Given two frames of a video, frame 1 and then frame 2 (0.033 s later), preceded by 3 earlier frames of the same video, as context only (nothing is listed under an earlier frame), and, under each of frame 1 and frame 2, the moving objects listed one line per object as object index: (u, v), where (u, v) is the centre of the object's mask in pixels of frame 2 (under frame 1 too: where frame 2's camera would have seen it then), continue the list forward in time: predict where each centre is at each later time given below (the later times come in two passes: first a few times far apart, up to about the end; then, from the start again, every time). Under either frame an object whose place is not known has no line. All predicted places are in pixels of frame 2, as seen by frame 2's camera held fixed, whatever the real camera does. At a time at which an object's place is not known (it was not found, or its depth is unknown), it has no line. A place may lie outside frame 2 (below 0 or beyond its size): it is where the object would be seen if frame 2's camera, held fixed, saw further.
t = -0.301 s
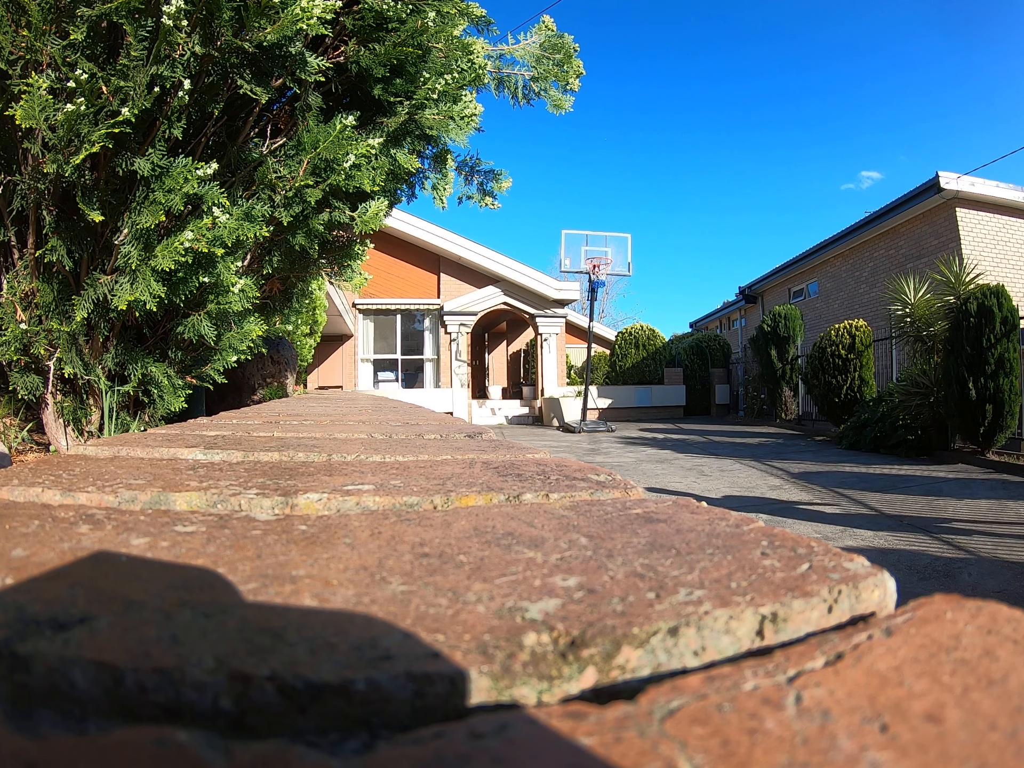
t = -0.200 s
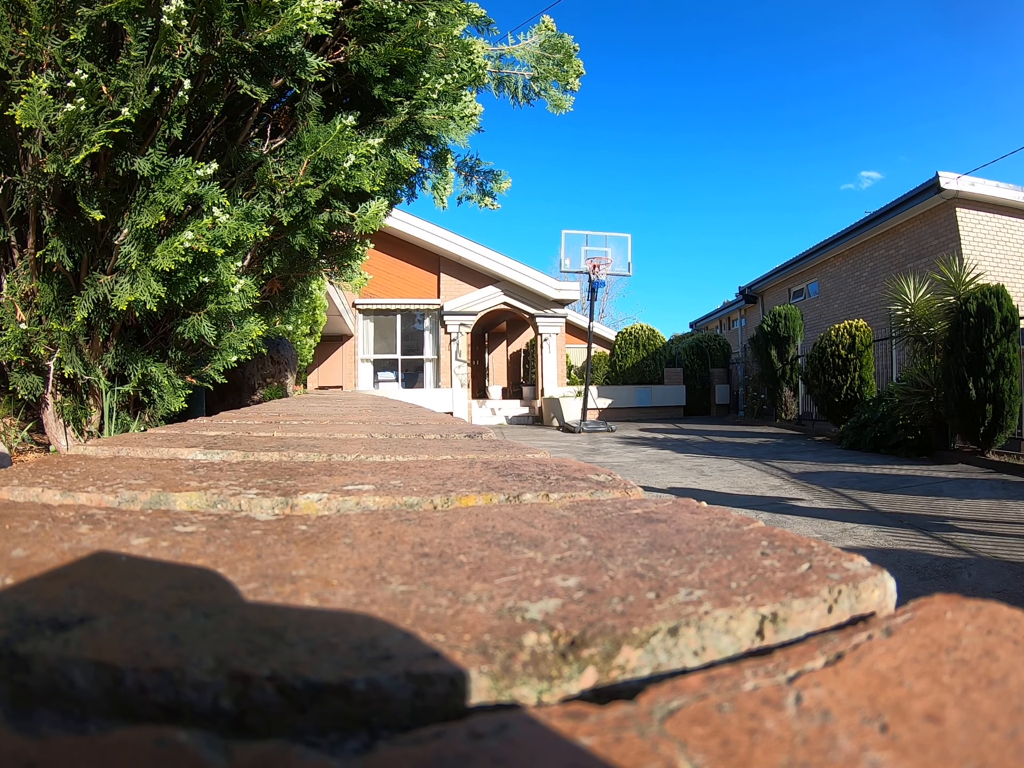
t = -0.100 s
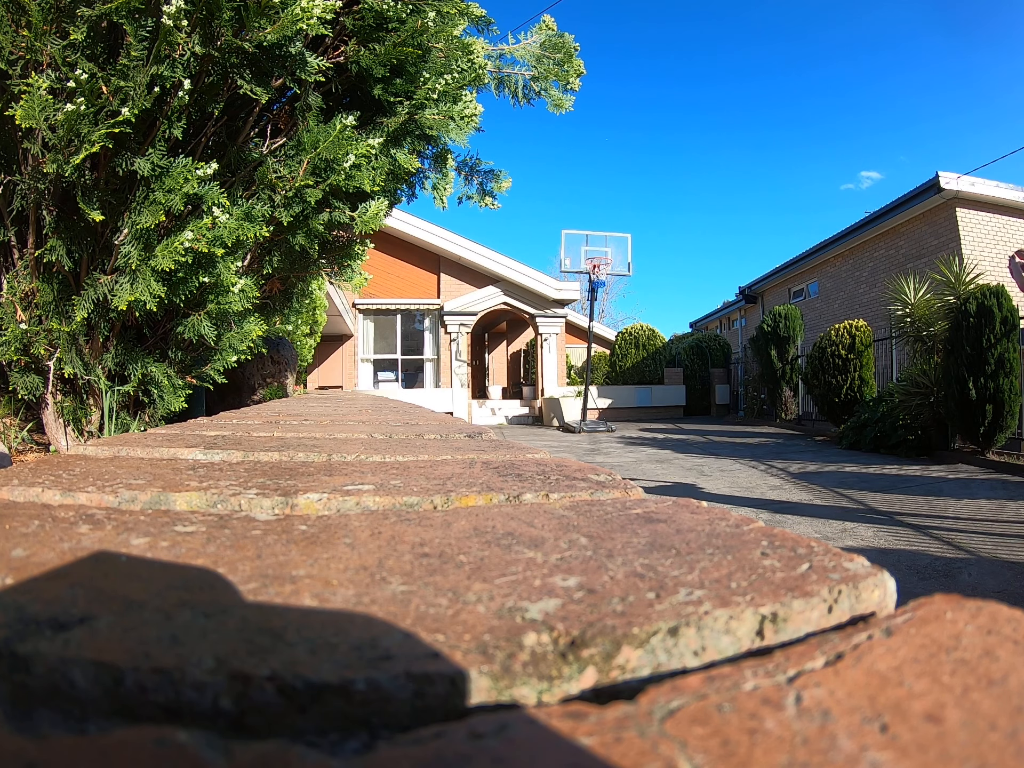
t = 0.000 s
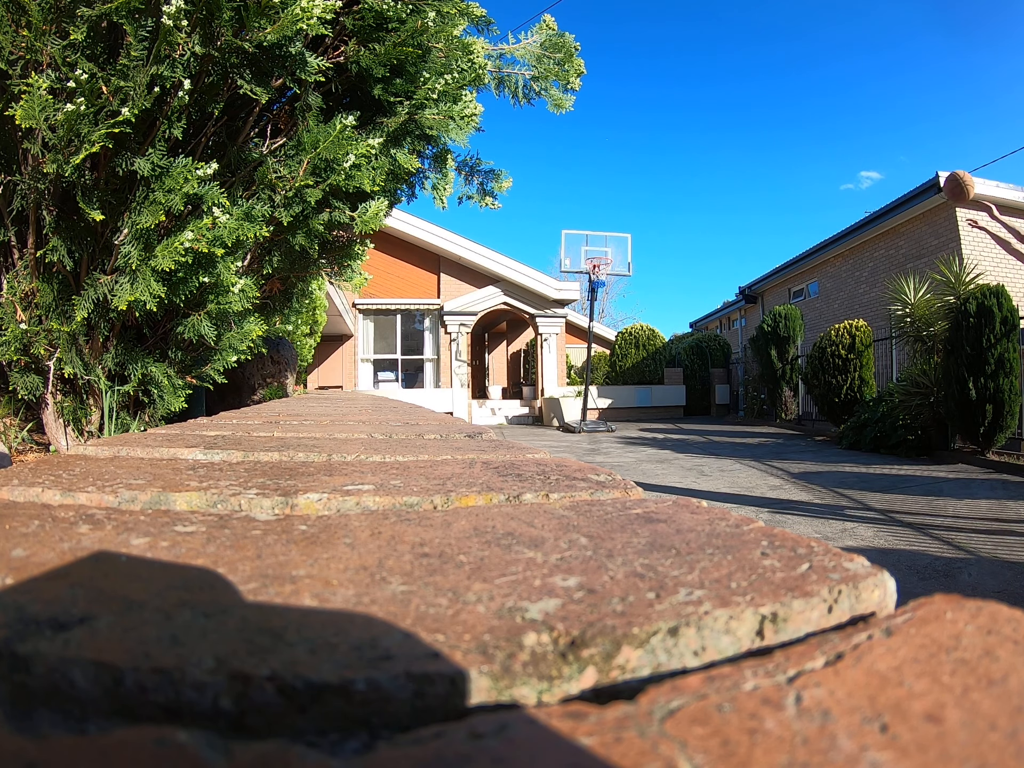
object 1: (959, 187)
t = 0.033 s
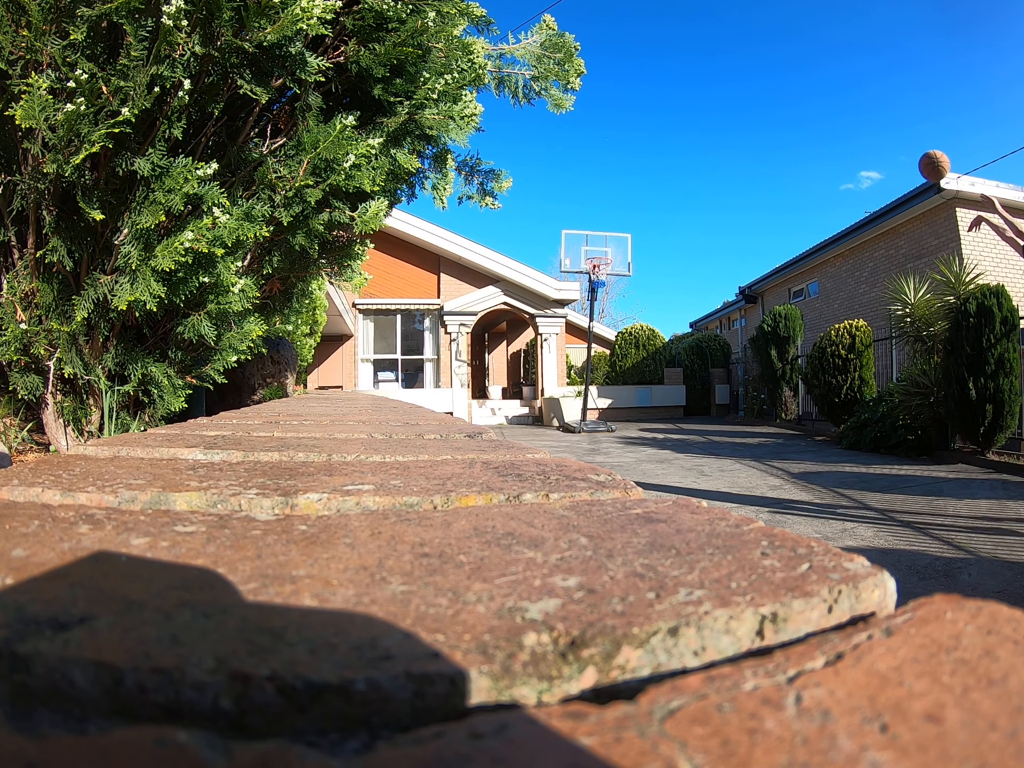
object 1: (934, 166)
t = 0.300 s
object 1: (788, 89)
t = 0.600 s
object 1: (697, 100)
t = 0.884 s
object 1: (645, 155)
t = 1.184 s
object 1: (607, 244)
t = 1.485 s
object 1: (593, 278)
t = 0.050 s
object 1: (923, 157)
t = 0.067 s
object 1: (911, 148)
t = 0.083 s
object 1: (900, 141)
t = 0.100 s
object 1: (889, 134)
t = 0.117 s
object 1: (879, 127)
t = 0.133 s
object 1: (869, 122)
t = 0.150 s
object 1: (860, 116)
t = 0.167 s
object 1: (851, 112)
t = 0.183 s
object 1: (842, 107)
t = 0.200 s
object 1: (833, 104)
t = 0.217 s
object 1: (825, 100)
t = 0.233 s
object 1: (817, 97)
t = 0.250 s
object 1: (809, 95)
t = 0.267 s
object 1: (802, 93)
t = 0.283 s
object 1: (795, 91)
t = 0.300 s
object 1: (788, 89)
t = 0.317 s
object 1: (781, 88)
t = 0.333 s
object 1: (775, 87)
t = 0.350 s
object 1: (769, 86)
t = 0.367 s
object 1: (763, 86)
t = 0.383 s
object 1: (757, 86)
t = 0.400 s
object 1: (752, 86)
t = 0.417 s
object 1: (746, 86)
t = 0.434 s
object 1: (741, 87)
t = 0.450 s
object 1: (736, 87)
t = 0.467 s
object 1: (731, 88)
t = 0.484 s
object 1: (726, 89)
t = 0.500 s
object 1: (722, 90)
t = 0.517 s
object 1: (717, 91)
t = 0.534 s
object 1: (713, 93)
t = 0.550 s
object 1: (709, 95)
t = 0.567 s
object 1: (705, 96)
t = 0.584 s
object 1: (701, 98)
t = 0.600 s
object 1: (697, 100)
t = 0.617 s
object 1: (693, 103)
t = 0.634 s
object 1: (690, 105)
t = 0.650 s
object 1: (686, 108)
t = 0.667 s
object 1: (683, 110)
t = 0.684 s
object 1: (680, 113)
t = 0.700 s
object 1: (676, 116)
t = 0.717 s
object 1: (673, 119)
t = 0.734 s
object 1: (670, 122)
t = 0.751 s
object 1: (667, 125)
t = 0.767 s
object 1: (664, 129)
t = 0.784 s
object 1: (661, 132)
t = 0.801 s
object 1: (658, 136)
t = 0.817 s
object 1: (656, 139)
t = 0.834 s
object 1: (653, 143)
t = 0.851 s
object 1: (650, 147)
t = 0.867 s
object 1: (648, 151)
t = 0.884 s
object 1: (645, 155)
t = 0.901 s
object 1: (643, 159)
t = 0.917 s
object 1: (640, 163)
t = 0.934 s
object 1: (638, 168)
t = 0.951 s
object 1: (636, 172)
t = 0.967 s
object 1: (633, 177)
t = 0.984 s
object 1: (631, 182)
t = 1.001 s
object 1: (629, 186)
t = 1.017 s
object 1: (626, 191)
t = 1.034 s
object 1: (624, 196)
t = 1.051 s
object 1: (622, 201)
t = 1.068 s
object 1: (620, 206)
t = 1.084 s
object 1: (618, 211)
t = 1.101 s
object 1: (616, 216)
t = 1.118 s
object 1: (614, 222)
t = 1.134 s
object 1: (613, 227)
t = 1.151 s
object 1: (610, 232)
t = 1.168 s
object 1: (609, 238)
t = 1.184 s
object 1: (607, 244)
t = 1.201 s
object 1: (605, 249)
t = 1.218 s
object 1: (604, 254)
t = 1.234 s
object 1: (602, 261)
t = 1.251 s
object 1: (600, 267)
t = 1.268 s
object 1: (598, 270)
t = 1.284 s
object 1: (595, 270)
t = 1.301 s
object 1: (596, 277)
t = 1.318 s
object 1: (596, 277)
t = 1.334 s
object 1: (595, 276)
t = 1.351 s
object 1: (595, 274)
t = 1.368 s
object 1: (595, 274)
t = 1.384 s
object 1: (595, 274)
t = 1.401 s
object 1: (594, 274)
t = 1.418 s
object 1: (594, 275)
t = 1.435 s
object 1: (594, 275)
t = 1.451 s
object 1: (594, 276)
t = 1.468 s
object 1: (593, 277)
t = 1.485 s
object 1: (593, 278)
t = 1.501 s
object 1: (593, 279)
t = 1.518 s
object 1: (592, 280)
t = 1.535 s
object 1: (592, 282)
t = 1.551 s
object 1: (592, 284)
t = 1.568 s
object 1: (592, 286)
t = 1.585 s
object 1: (592, 288)
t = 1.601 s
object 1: (591, 290)
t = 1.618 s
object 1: (591, 292)
